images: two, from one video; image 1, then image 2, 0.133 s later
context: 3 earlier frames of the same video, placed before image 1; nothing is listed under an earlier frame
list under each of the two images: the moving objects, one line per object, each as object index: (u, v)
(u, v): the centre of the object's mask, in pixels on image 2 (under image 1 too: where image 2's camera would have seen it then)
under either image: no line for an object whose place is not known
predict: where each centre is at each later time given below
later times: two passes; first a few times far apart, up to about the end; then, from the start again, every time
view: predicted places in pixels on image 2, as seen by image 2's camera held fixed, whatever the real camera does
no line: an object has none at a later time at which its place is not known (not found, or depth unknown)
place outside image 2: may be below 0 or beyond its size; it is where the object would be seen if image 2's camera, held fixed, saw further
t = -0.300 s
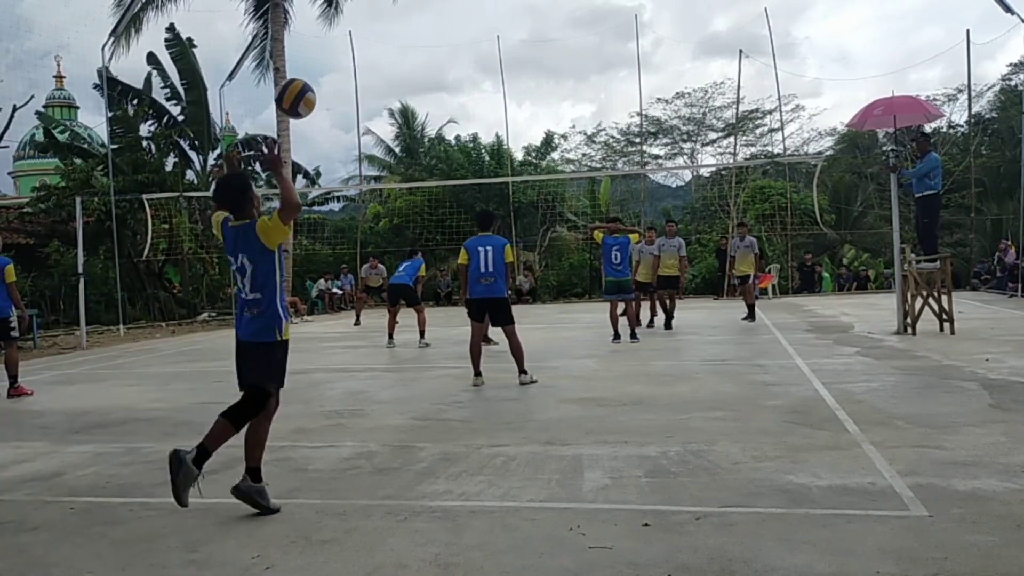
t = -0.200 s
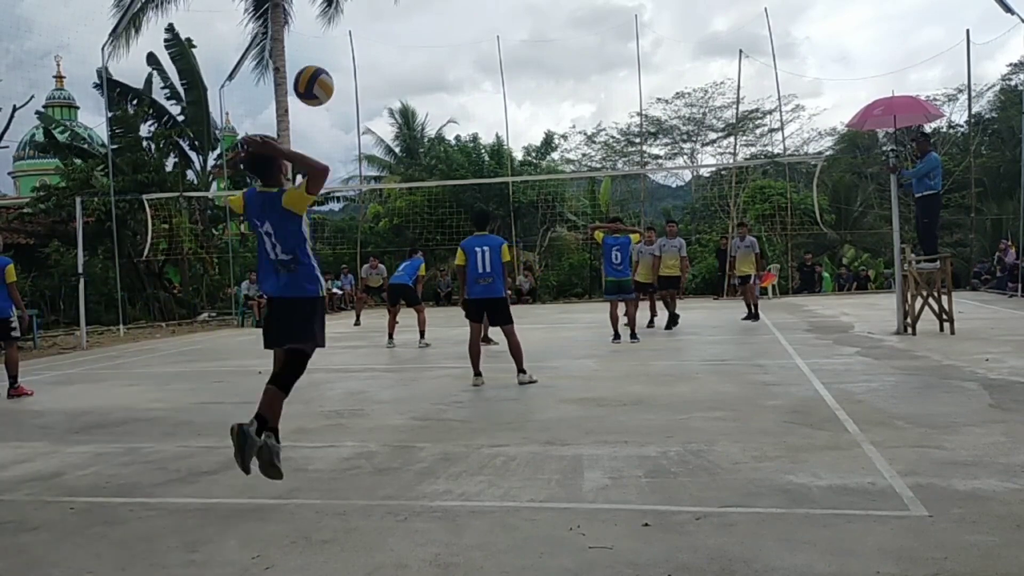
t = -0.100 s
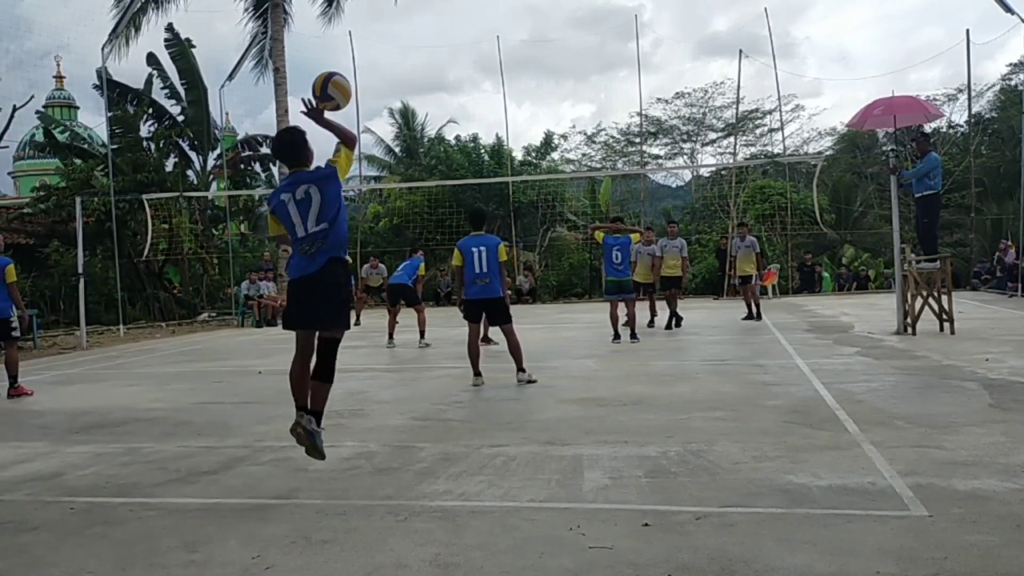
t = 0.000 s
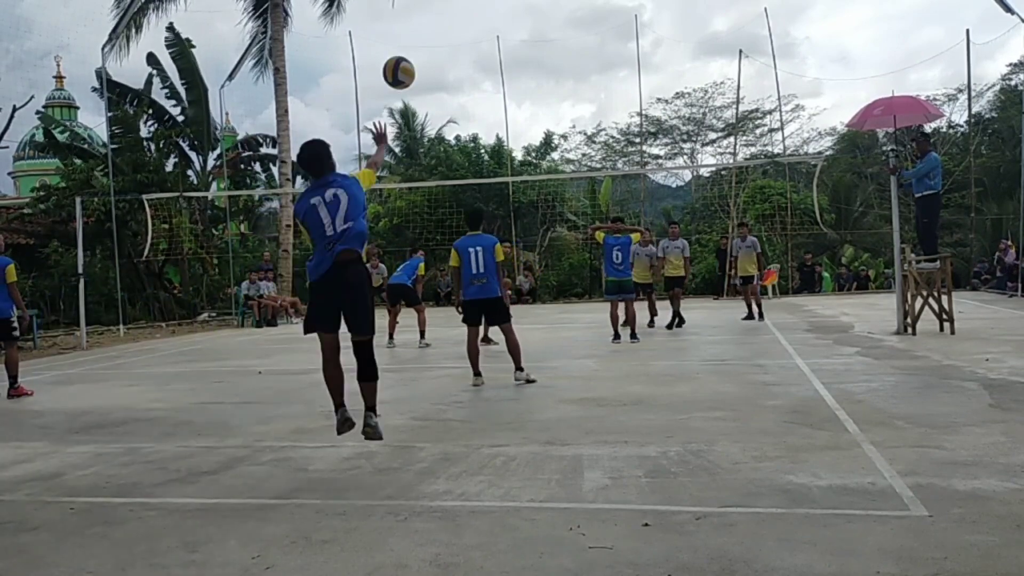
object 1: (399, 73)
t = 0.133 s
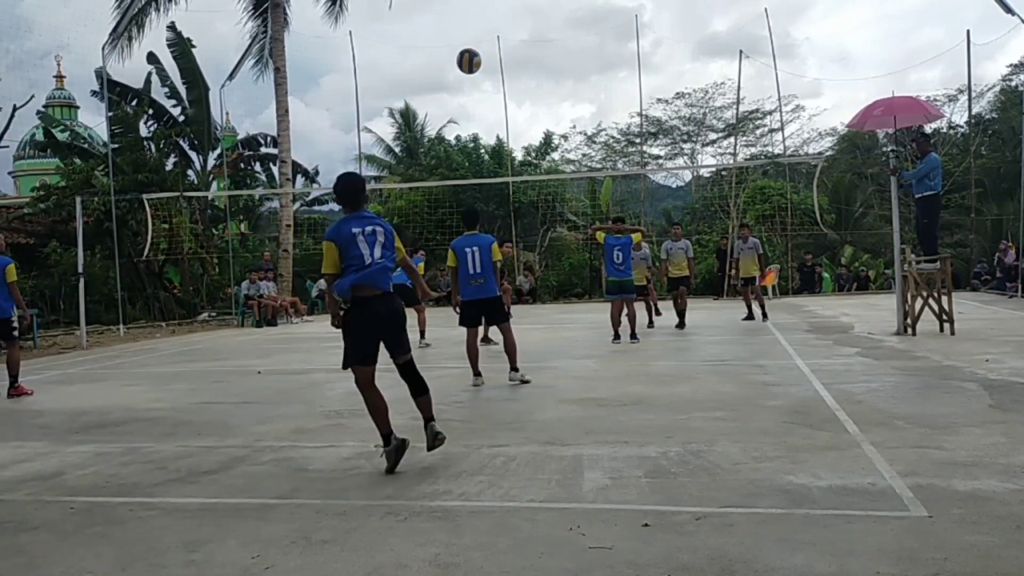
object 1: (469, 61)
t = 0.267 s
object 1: (512, 69)
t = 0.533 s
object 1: (556, 120)
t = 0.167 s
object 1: (481, 62)
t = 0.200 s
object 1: (493, 64)
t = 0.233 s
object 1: (503, 66)
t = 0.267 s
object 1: (512, 69)
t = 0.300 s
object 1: (521, 74)
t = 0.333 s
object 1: (528, 78)
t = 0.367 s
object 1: (534, 84)
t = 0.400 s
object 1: (539, 91)
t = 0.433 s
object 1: (544, 97)
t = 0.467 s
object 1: (548, 104)
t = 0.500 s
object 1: (552, 112)
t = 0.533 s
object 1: (556, 120)
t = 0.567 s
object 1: (559, 129)
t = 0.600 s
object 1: (562, 137)
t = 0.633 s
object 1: (564, 145)
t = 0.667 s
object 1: (567, 154)
